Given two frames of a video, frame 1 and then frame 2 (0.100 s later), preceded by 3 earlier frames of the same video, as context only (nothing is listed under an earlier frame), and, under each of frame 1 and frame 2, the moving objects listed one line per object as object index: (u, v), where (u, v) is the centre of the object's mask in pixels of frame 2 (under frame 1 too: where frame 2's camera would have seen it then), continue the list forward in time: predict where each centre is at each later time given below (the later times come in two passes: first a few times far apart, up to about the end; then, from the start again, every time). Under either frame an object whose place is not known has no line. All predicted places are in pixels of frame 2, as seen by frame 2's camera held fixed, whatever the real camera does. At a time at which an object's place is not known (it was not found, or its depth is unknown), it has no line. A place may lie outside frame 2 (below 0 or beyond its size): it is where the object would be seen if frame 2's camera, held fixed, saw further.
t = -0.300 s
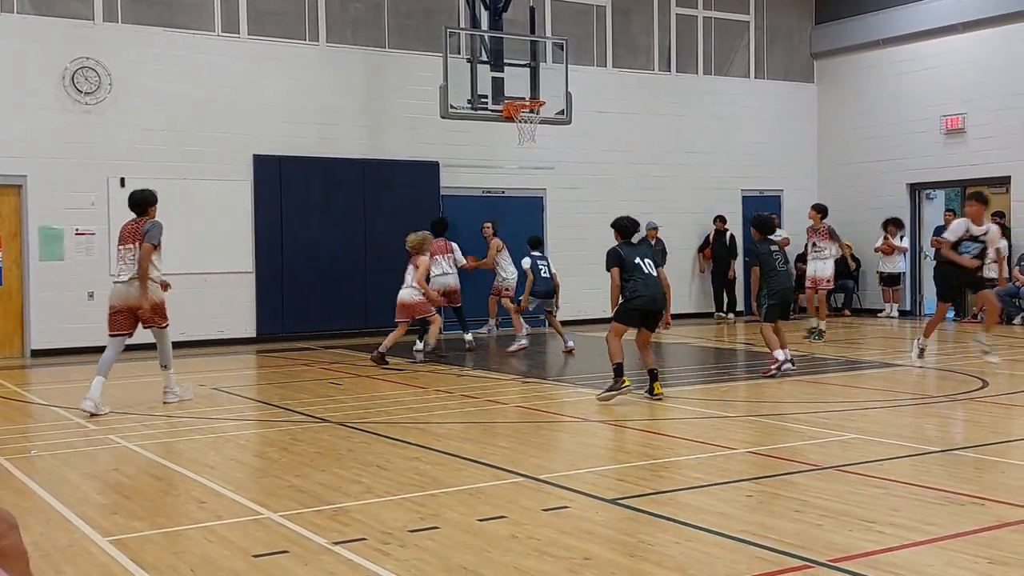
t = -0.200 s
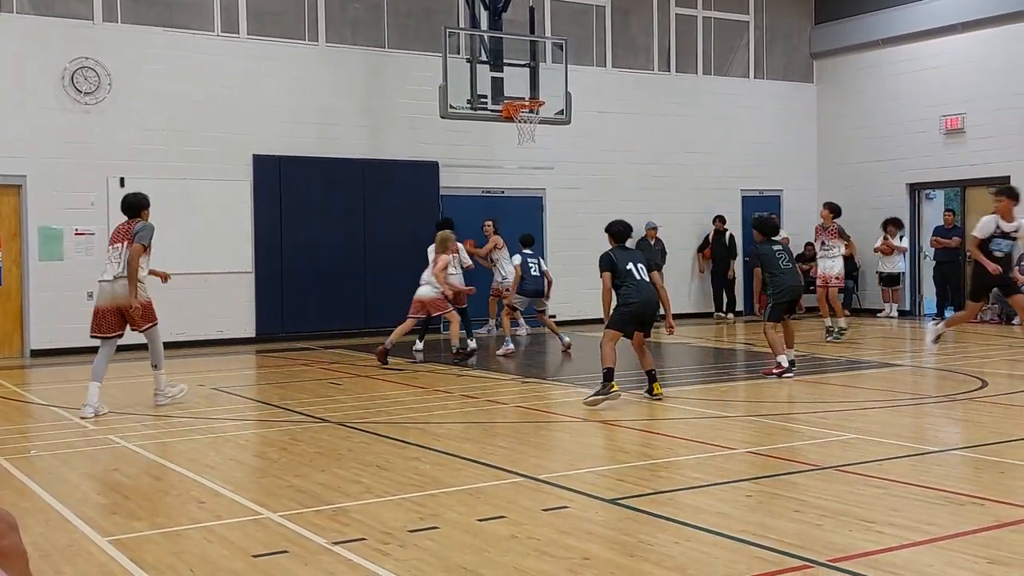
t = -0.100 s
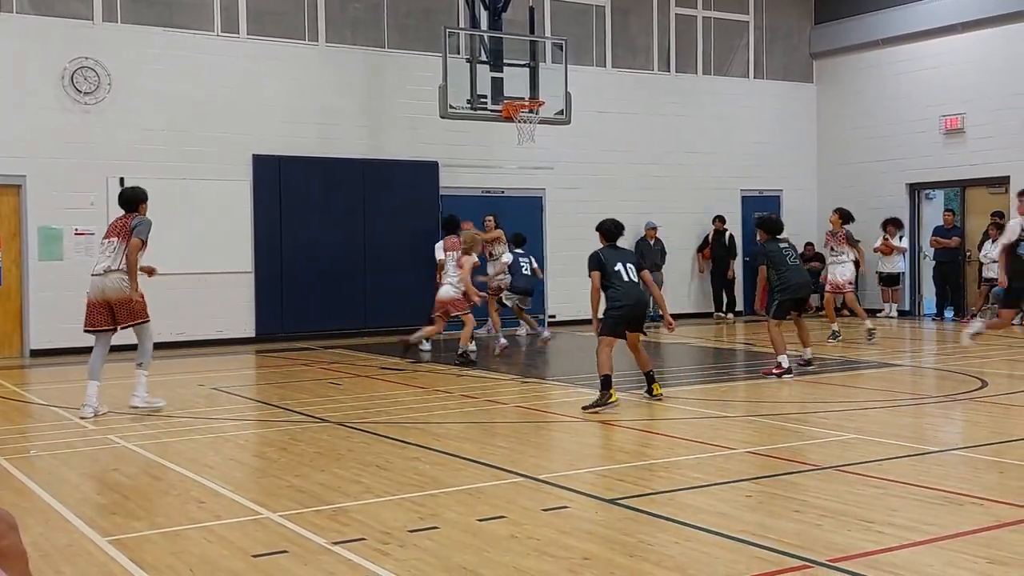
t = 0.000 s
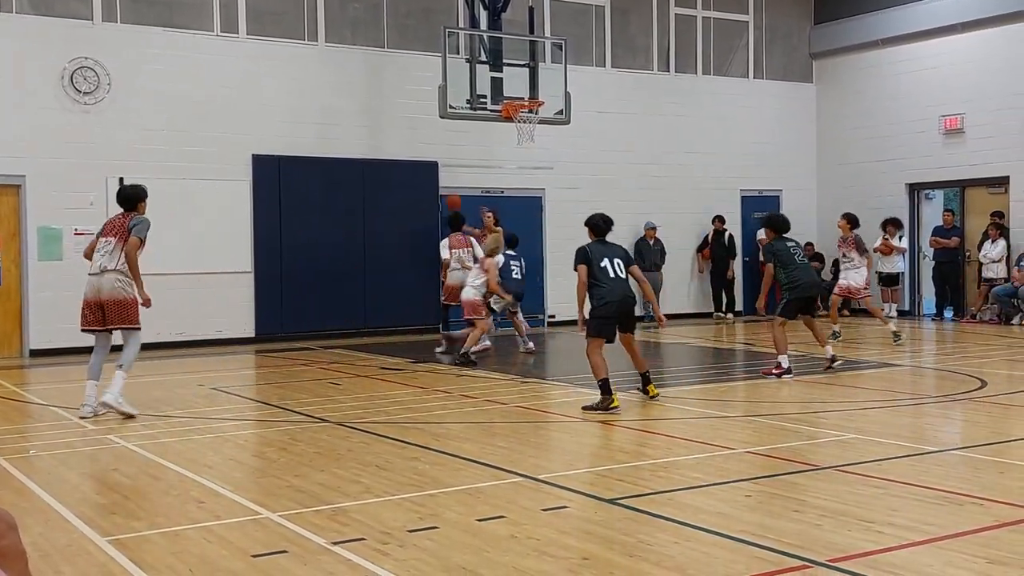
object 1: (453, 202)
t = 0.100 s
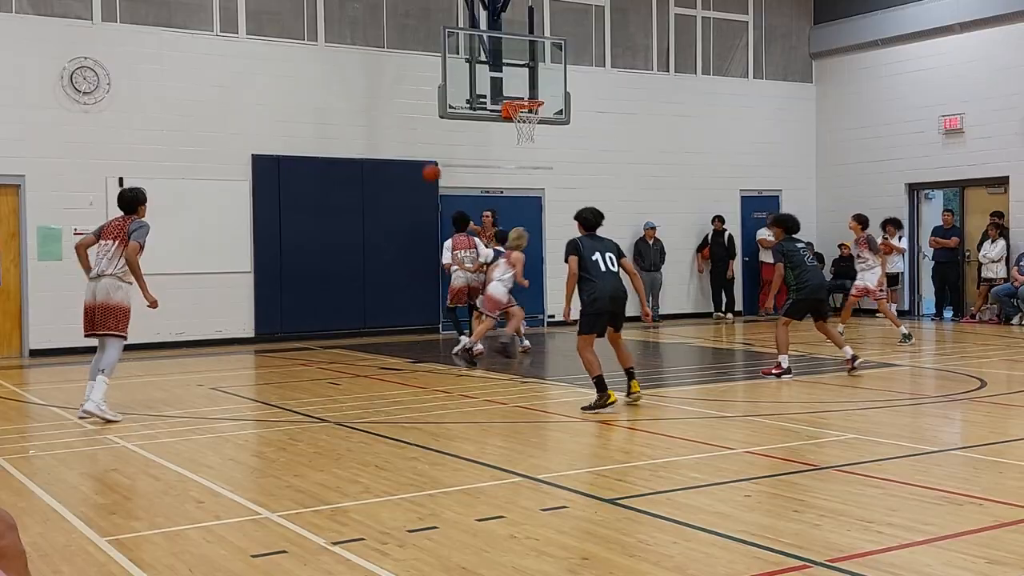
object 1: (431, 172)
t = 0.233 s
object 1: (400, 142)
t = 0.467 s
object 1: (334, 116)
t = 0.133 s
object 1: (425, 165)
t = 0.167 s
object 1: (416, 156)
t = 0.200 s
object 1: (408, 149)
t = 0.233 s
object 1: (400, 142)
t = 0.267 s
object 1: (391, 137)
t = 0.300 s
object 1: (382, 131)
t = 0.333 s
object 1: (373, 126)
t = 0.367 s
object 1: (364, 122)
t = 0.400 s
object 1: (355, 119)
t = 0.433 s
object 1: (345, 117)
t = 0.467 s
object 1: (334, 116)
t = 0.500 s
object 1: (323, 115)
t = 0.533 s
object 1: (312, 116)
